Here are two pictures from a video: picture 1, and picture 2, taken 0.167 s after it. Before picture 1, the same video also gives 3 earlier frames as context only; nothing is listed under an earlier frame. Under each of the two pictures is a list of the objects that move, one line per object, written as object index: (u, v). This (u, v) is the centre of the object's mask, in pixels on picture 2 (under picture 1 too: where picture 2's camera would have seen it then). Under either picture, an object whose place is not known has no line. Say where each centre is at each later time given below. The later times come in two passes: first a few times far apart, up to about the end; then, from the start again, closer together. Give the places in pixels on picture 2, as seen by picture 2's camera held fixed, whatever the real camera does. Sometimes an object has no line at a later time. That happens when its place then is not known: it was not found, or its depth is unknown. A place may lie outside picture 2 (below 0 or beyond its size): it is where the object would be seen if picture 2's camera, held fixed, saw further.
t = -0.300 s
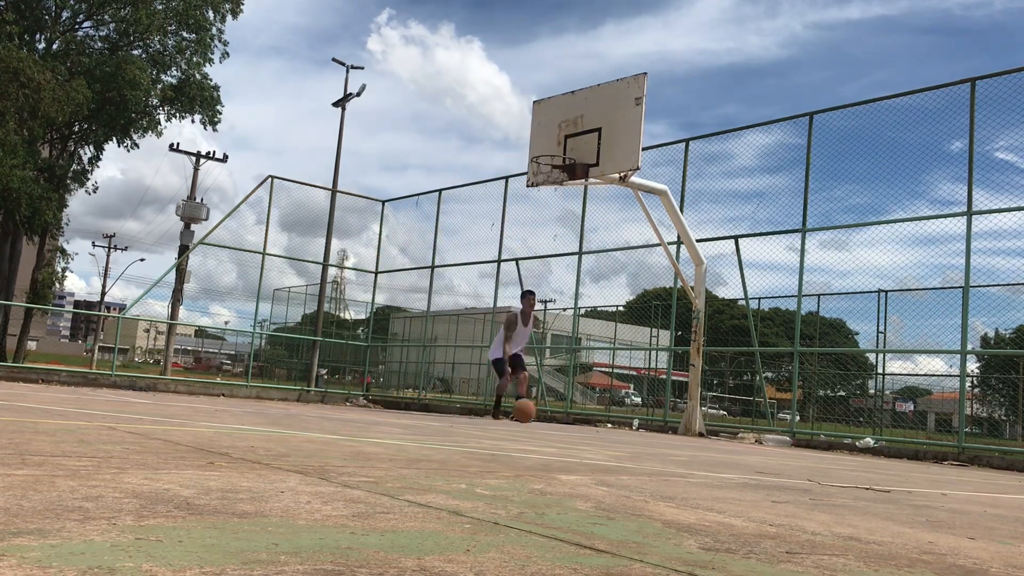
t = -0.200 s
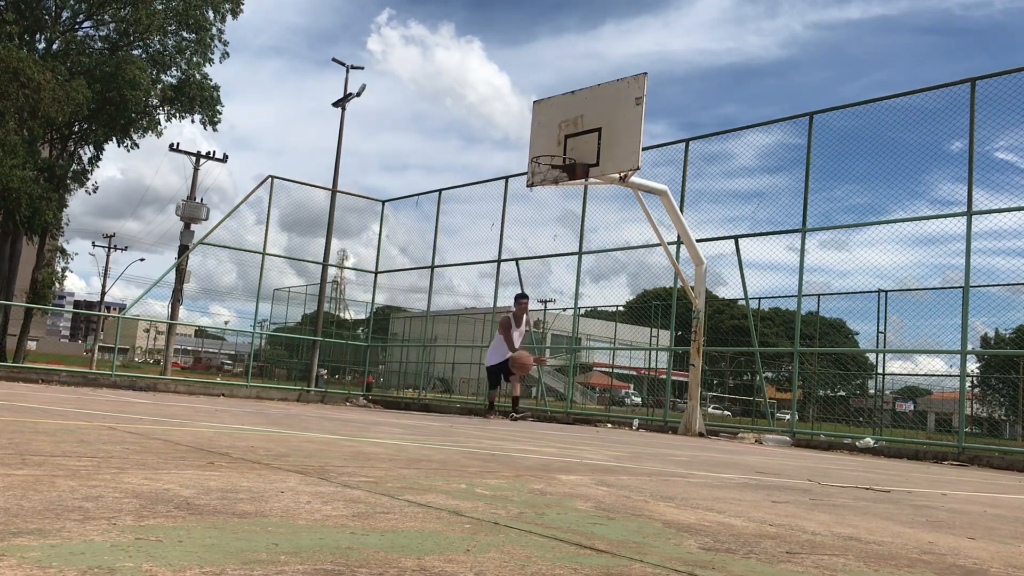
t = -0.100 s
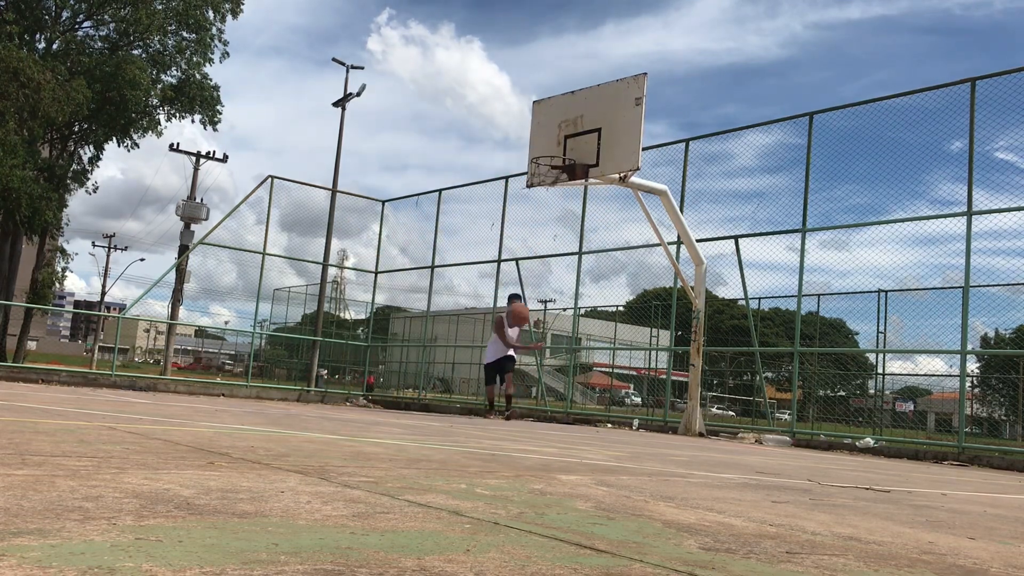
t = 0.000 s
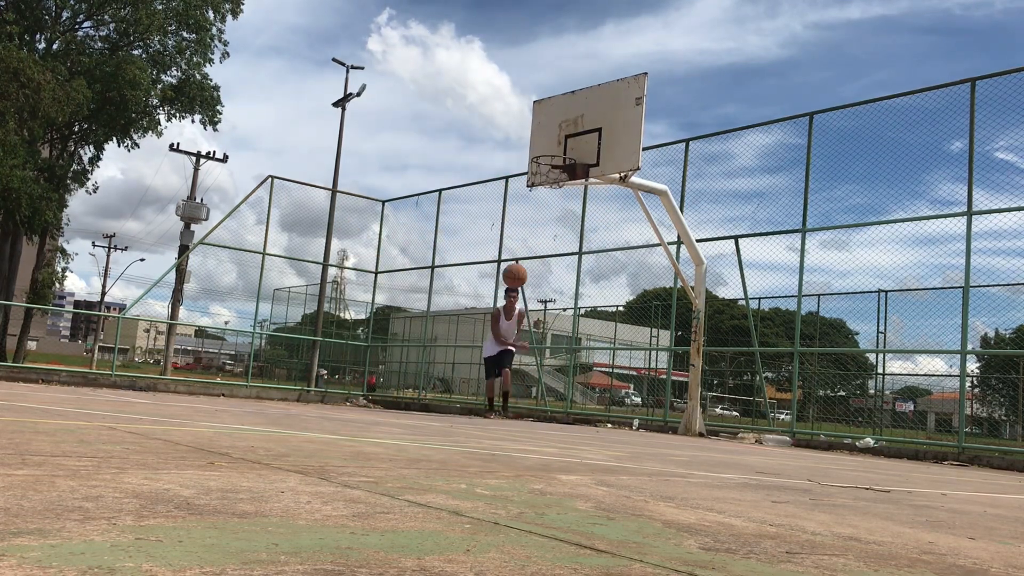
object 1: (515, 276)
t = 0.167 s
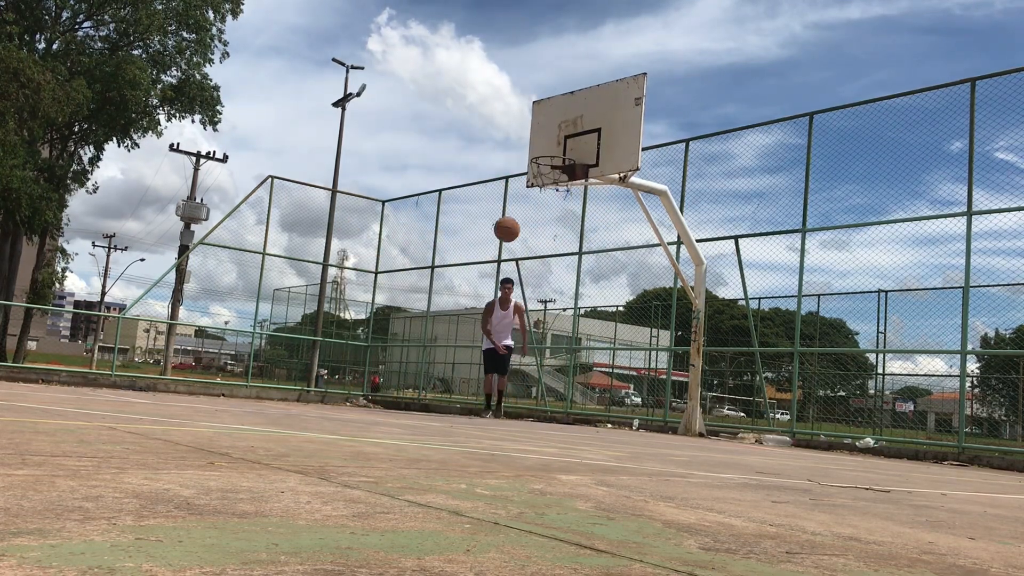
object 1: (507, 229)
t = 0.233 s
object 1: (503, 218)
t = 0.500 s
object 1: (481, 221)
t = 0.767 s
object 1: (449, 312)
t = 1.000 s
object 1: (423, 361)
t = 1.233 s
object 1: (412, 267)
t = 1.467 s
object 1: (392, 242)
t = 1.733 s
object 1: (355, 320)
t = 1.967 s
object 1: (327, 337)
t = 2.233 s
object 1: (307, 244)
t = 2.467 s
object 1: (273, 279)
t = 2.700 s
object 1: (228, 369)
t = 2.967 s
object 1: (197, 262)
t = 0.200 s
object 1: (505, 223)
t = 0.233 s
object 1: (503, 218)
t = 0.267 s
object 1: (500, 214)
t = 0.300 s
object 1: (498, 211)
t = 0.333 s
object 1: (496, 210)
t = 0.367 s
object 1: (493, 210)
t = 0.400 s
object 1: (490, 211)
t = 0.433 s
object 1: (487, 213)
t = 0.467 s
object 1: (484, 216)
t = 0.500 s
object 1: (481, 221)
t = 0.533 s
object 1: (478, 227)
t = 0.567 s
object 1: (474, 234)
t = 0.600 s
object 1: (470, 243)
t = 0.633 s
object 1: (466, 253)
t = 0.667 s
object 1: (462, 266)
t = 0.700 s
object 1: (458, 279)
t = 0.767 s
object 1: (449, 312)
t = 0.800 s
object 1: (444, 331)
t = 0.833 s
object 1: (439, 351)
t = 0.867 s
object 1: (434, 374)
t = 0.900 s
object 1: (428, 399)
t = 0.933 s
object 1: (425, 400)
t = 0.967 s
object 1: (424, 379)
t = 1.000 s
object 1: (423, 361)
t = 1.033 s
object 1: (422, 344)
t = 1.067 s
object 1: (421, 328)
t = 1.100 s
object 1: (419, 313)
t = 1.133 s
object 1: (418, 300)
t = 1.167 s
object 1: (416, 288)
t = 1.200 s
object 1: (414, 277)
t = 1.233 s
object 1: (412, 267)
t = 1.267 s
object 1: (410, 259)
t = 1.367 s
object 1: (402, 243)
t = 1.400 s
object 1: (399, 241)
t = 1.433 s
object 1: (396, 240)
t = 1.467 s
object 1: (392, 242)
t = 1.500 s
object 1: (388, 245)
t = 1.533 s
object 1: (384, 249)
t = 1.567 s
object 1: (380, 256)
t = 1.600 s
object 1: (376, 265)
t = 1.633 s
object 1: (371, 275)
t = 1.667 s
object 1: (366, 288)
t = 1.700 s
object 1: (361, 303)
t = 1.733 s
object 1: (355, 320)
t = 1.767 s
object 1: (349, 340)
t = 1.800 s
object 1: (342, 363)
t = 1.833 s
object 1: (335, 389)
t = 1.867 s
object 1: (330, 401)
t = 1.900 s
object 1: (329, 378)
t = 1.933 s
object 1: (328, 357)
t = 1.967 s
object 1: (327, 337)
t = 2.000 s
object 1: (325, 319)
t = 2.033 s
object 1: (323, 303)
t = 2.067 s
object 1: (321, 288)
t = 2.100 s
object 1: (319, 275)
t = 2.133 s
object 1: (316, 264)
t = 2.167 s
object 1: (314, 256)
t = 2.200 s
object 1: (310, 249)
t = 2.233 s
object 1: (307, 244)
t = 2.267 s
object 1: (302, 242)
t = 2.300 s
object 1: (298, 242)
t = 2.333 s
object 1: (294, 244)
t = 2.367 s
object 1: (289, 249)
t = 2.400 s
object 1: (284, 257)
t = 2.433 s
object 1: (279, 267)
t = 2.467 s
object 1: (273, 279)
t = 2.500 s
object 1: (266, 295)
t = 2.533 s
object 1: (259, 314)
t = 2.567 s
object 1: (252, 336)
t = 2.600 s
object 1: (245, 362)
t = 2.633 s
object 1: (236, 392)
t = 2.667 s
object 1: (231, 393)
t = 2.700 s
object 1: (228, 369)
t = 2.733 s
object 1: (226, 347)
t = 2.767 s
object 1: (223, 328)
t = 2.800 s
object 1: (220, 311)
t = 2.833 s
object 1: (216, 296)
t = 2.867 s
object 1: (212, 284)
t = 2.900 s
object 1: (208, 274)
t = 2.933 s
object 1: (203, 267)
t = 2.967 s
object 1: (197, 262)
